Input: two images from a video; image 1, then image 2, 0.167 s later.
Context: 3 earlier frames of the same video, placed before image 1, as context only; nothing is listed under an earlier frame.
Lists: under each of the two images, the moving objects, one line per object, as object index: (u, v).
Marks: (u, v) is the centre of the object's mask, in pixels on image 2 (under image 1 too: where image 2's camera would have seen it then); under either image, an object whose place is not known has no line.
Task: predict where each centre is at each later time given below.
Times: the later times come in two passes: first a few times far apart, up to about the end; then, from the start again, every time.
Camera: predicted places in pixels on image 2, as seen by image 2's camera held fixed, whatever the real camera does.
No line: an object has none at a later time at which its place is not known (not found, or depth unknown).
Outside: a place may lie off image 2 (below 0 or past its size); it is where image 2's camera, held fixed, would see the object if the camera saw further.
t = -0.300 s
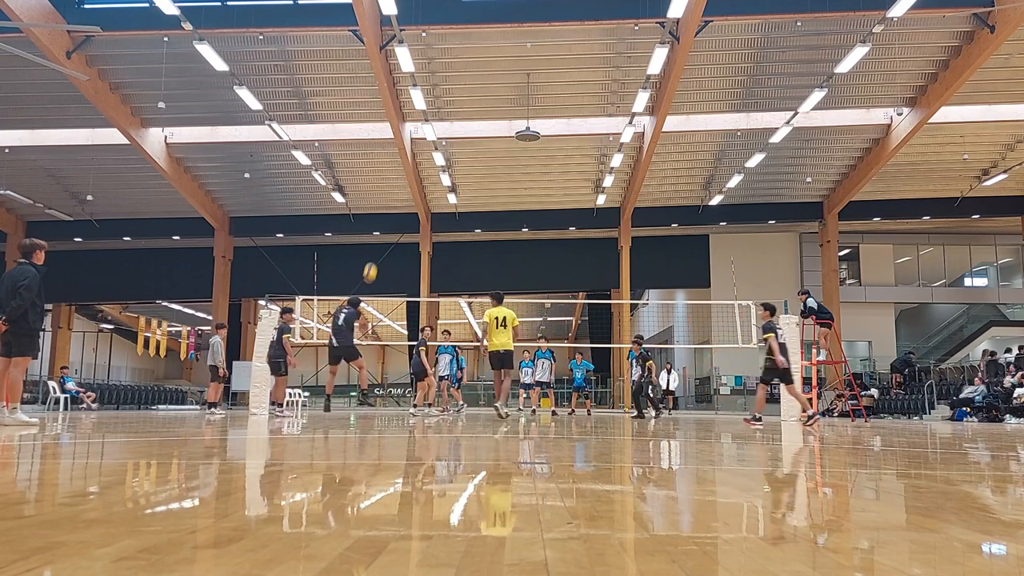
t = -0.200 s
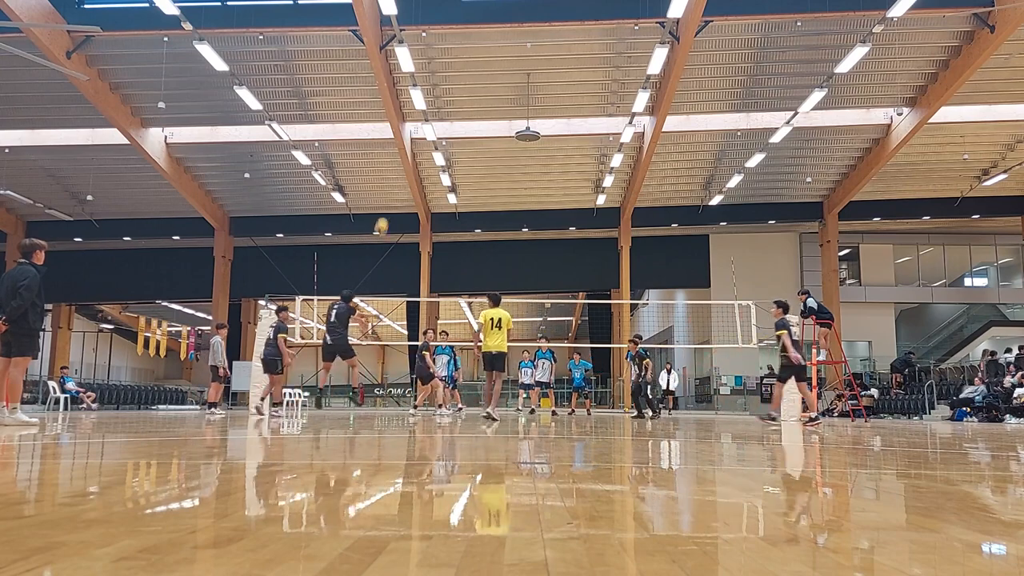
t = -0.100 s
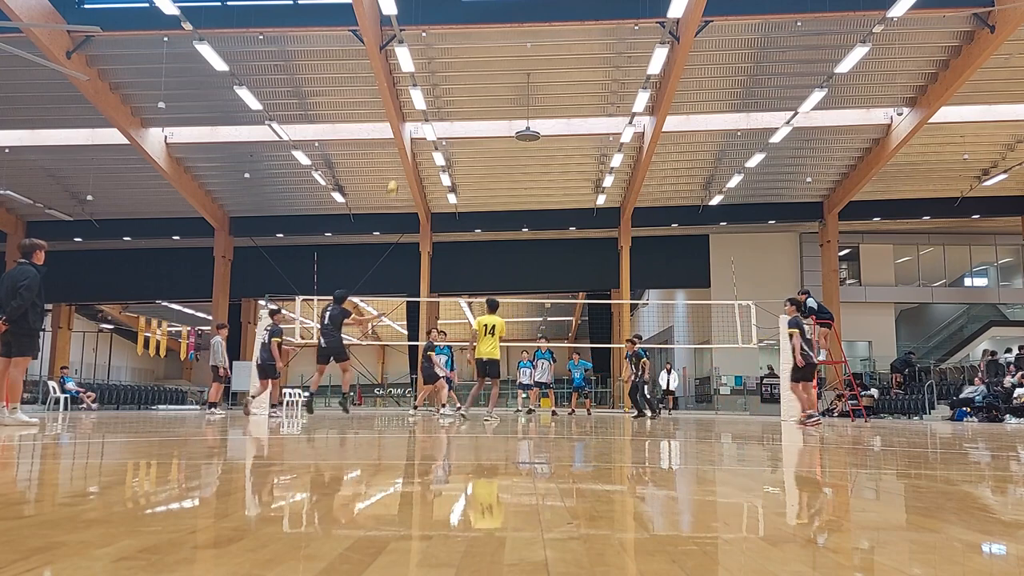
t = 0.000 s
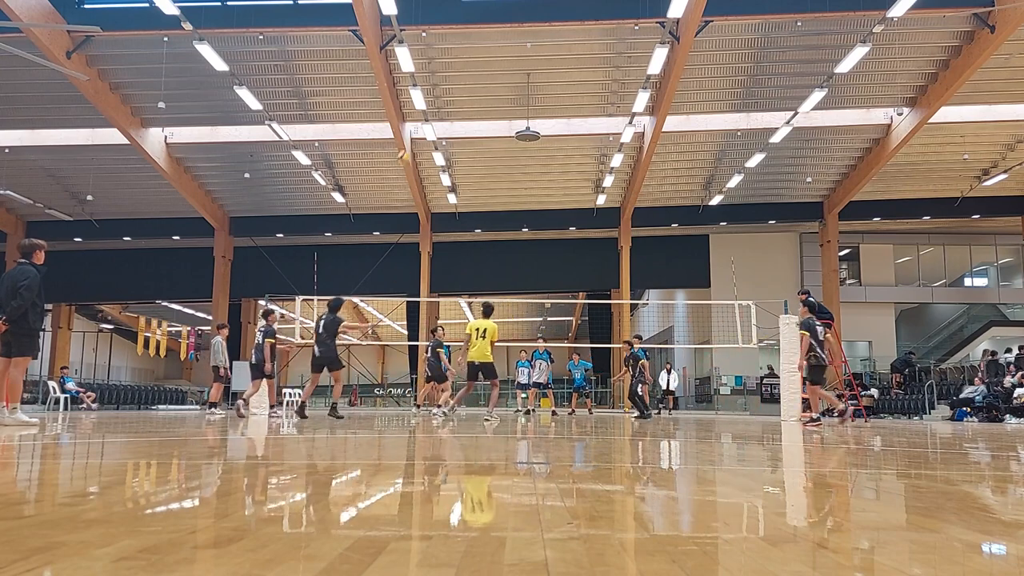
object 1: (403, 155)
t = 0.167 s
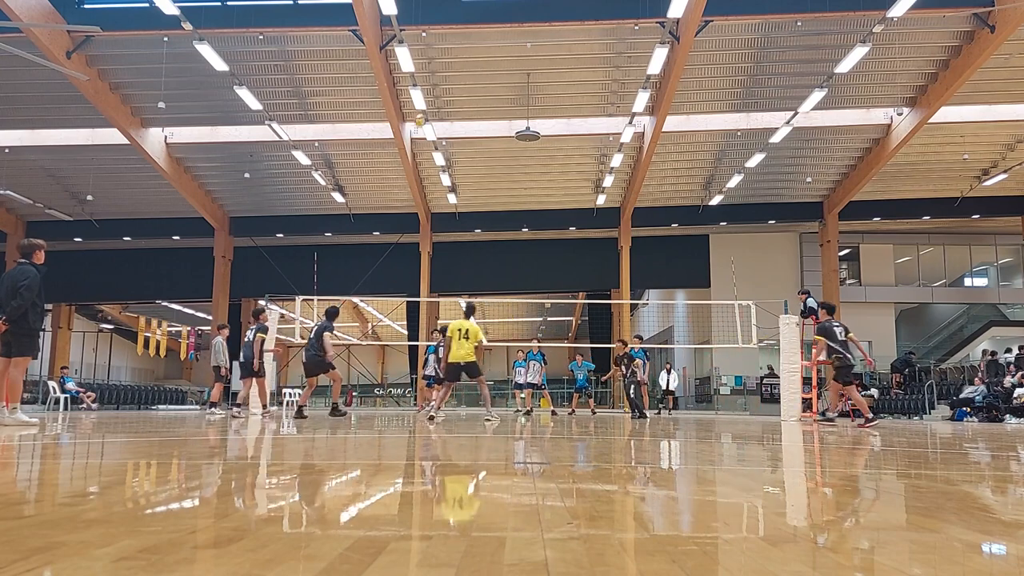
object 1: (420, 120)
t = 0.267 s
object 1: (430, 107)
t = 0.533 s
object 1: (453, 94)
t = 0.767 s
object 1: (471, 113)
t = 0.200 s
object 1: (423, 116)
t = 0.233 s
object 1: (426, 112)
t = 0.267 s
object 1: (430, 107)
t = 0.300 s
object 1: (433, 103)
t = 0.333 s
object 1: (436, 100)
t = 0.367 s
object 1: (438, 98)
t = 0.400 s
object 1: (441, 96)
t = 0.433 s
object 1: (444, 94)
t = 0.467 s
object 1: (447, 94)
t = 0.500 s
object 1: (450, 94)
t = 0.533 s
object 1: (453, 94)
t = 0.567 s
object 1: (455, 95)
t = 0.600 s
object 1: (458, 97)
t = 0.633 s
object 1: (461, 99)
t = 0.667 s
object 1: (463, 101)
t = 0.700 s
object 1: (466, 105)
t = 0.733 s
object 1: (469, 108)
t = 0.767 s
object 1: (471, 113)
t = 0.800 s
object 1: (474, 117)
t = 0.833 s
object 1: (476, 122)
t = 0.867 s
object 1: (479, 129)
